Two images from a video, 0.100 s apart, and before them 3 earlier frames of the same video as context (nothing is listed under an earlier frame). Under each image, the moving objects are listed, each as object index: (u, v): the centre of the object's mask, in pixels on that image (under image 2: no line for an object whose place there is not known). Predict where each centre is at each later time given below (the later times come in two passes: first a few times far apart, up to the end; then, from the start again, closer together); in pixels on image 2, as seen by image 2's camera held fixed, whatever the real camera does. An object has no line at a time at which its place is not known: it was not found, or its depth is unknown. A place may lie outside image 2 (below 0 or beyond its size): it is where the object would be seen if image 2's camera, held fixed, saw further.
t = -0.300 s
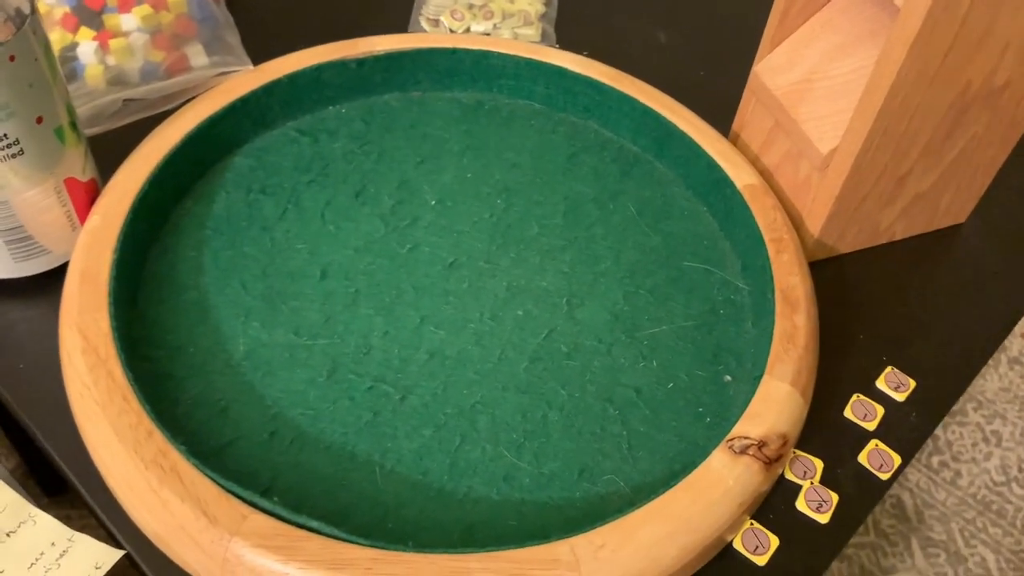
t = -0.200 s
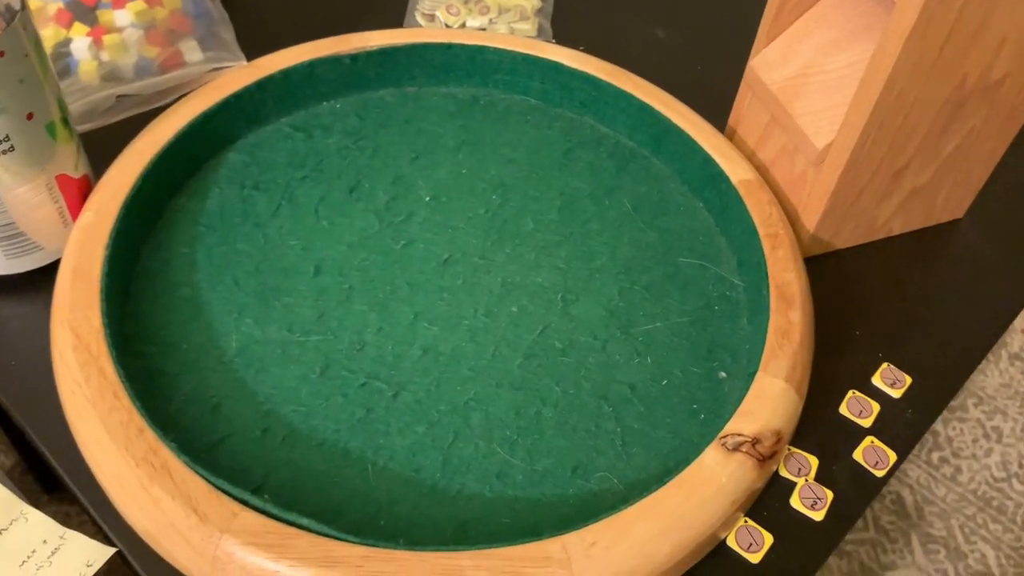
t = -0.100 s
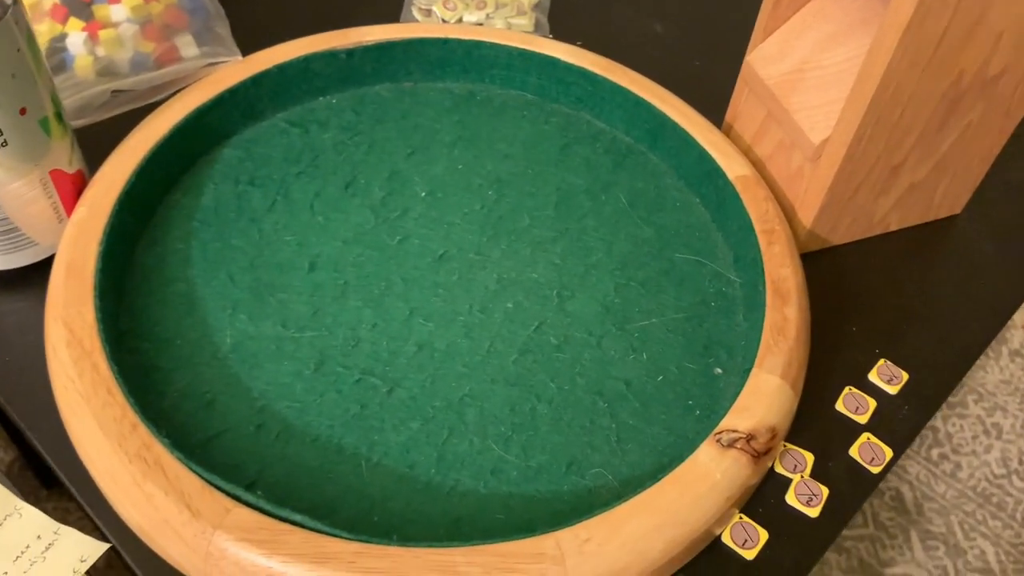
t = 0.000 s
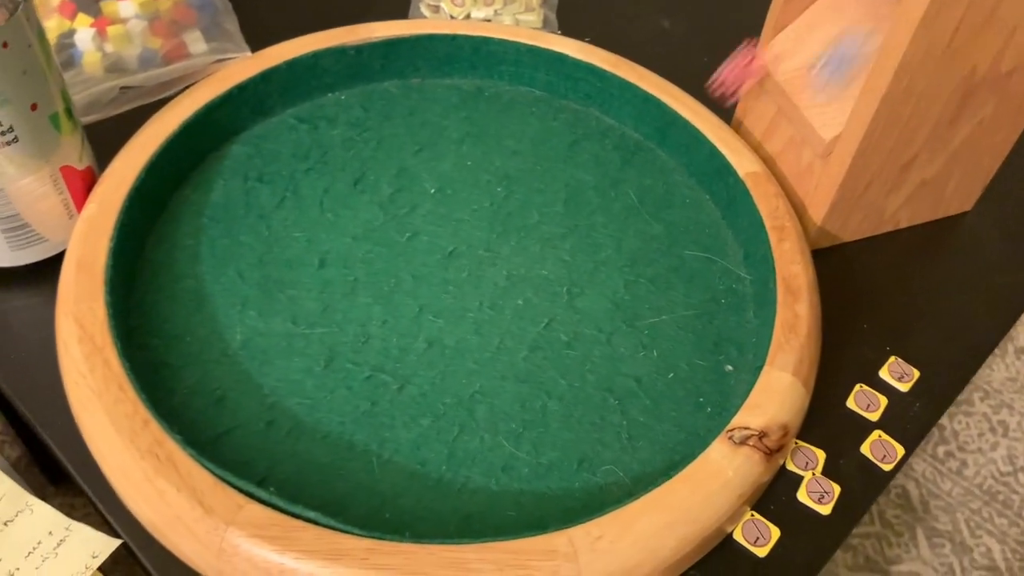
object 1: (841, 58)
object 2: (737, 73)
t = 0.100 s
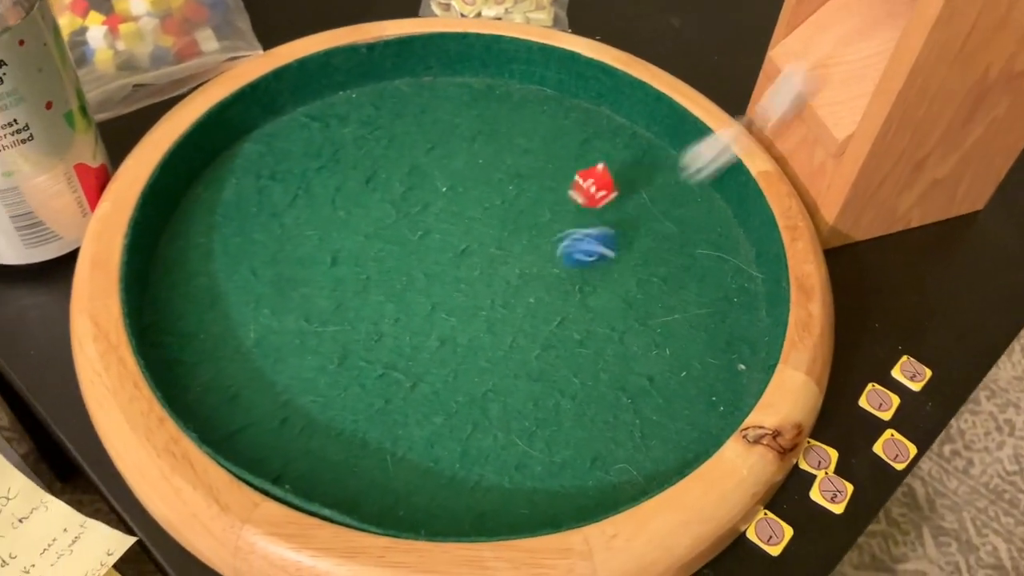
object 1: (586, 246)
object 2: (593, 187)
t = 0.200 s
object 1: (358, 258)
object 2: (508, 257)
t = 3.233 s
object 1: (313, 292)
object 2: (476, 291)
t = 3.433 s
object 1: (313, 292)
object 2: (476, 291)
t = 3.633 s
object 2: (477, 291)
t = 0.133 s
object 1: (507, 268)
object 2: (560, 213)
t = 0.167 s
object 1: (432, 261)
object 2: (530, 240)
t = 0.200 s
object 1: (358, 258)
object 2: (508, 257)
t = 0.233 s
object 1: (280, 273)
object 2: (495, 267)
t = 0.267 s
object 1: (202, 305)
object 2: (487, 275)
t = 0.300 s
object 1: (170, 320)
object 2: (483, 281)
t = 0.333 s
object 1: (202, 318)
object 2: (479, 285)
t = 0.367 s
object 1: (234, 323)
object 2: (476, 293)
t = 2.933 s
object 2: (477, 292)
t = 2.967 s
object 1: (313, 293)
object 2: (477, 291)
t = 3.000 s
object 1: (313, 293)
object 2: (477, 292)
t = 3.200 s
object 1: (313, 292)
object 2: (477, 291)
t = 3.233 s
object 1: (313, 292)
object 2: (476, 291)
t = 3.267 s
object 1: (313, 293)
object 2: (476, 291)
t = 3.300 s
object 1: (313, 293)
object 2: (477, 291)
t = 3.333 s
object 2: (477, 292)
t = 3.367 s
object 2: (477, 291)
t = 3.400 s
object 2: (476, 292)
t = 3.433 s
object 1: (313, 292)
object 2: (476, 291)
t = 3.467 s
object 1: (313, 292)
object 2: (476, 291)
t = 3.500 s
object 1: (313, 293)
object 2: (476, 291)
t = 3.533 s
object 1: (313, 293)
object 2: (477, 291)
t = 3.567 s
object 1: (313, 293)
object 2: (477, 291)
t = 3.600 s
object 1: (313, 292)
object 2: (477, 291)
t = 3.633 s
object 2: (477, 291)
